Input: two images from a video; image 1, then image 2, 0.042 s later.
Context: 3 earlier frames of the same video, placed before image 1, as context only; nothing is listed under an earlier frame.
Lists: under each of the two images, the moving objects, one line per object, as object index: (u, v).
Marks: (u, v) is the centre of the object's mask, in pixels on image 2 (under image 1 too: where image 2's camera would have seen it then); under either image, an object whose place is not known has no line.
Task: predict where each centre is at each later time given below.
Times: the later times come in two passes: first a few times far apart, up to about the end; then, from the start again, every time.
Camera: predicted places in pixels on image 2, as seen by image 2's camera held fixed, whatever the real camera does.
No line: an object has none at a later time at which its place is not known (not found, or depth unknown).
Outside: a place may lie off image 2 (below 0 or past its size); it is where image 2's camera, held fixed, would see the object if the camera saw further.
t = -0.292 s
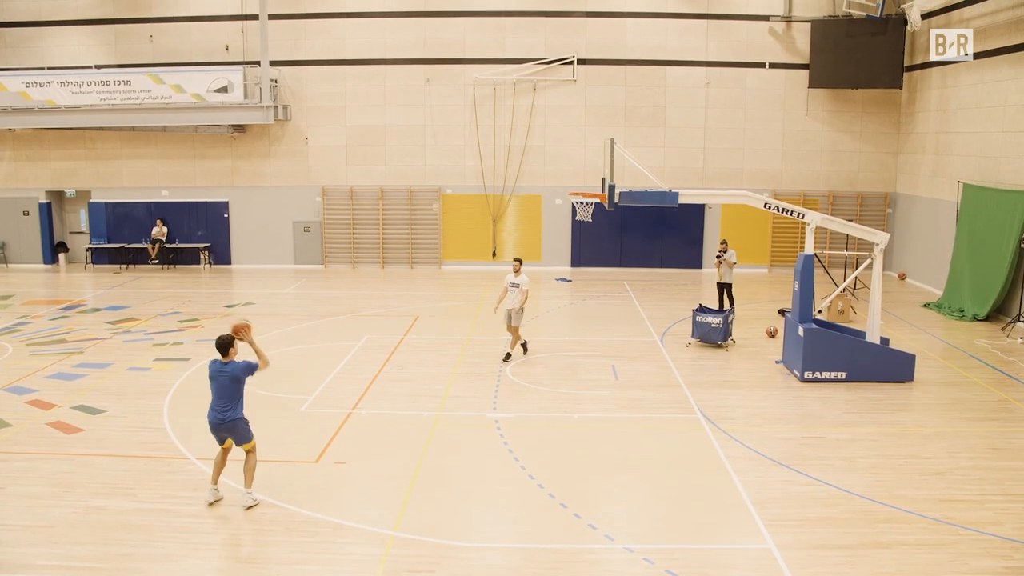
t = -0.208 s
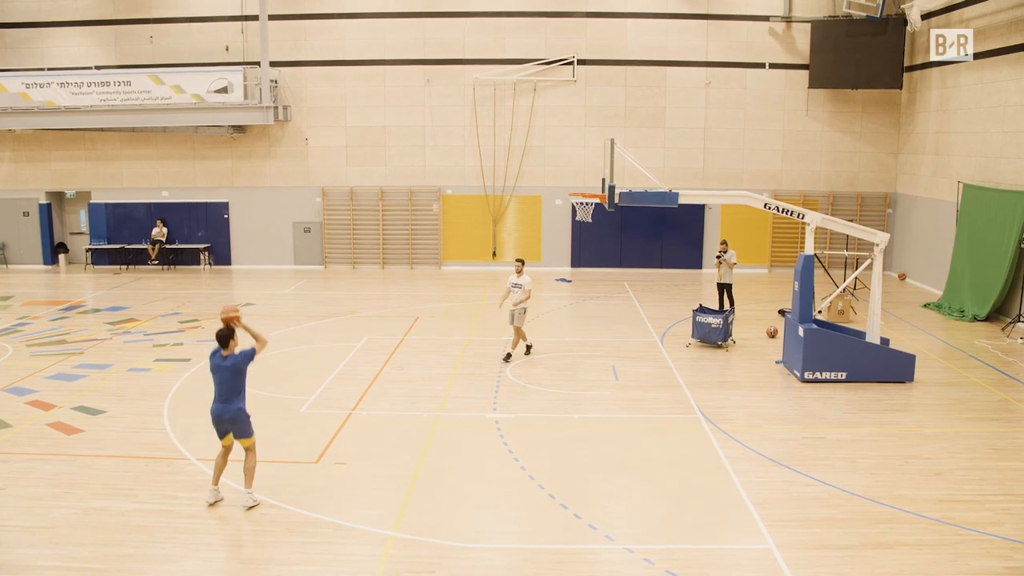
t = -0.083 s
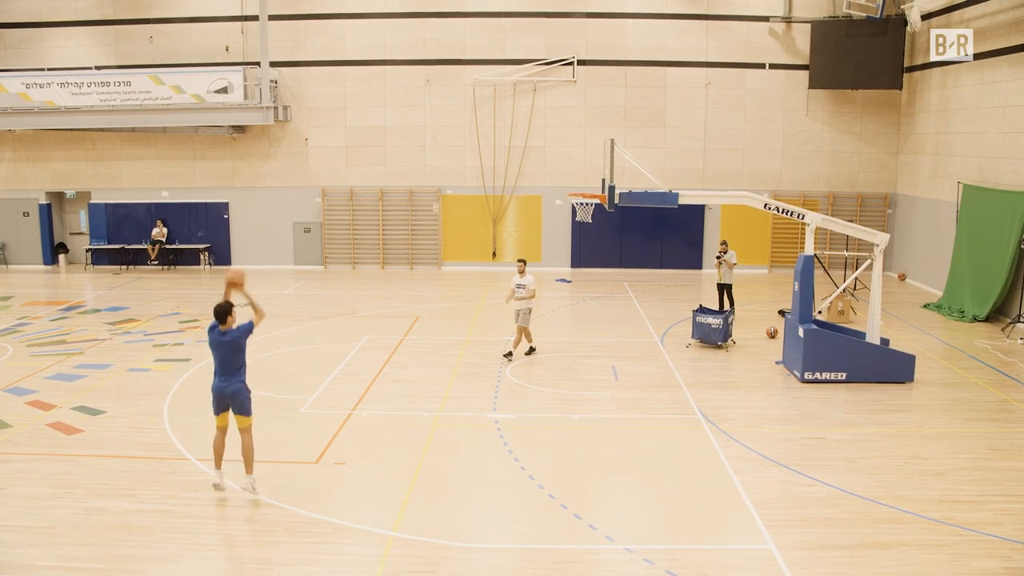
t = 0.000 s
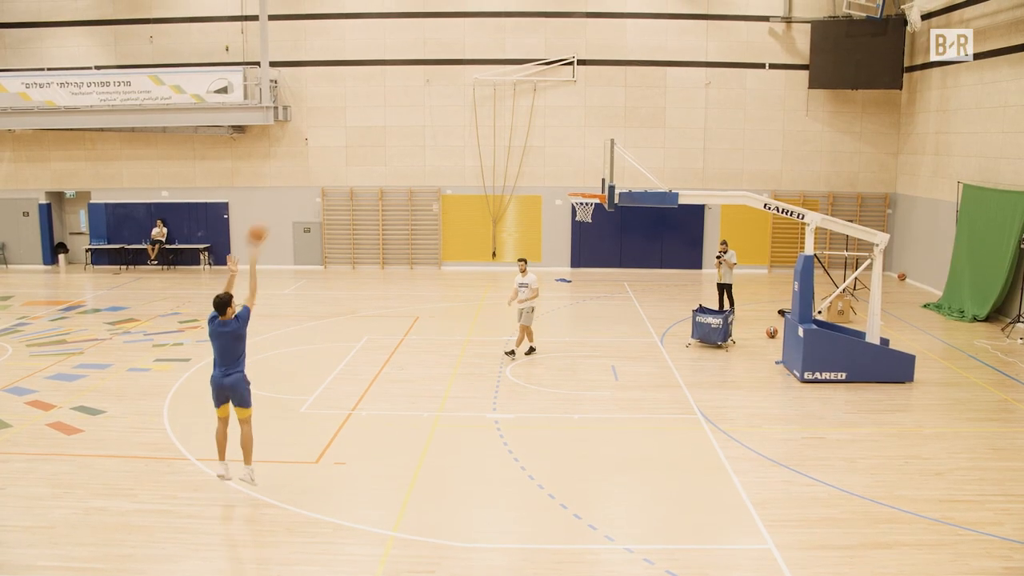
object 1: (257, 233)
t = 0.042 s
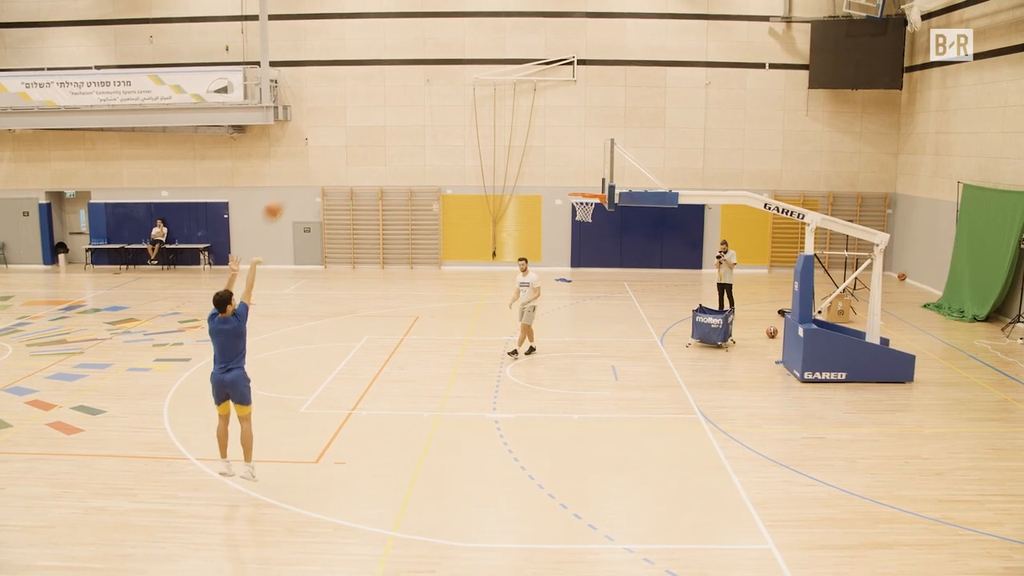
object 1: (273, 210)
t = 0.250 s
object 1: (349, 124)
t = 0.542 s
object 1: (437, 78)
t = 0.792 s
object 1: (499, 92)
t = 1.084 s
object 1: (558, 153)
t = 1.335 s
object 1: (589, 211)
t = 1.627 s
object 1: (598, 260)
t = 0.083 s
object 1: (289, 188)
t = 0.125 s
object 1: (304, 170)
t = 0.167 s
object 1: (320, 153)
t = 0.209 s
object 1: (335, 138)
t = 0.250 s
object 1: (349, 124)
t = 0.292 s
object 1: (364, 112)
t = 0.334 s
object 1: (377, 103)
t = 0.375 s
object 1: (390, 95)
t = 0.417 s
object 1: (402, 89)
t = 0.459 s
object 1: (414, 84)
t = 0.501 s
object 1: (426, 81)
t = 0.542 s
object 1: (437, 78)
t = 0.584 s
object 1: (448, 78)
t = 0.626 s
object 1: (459, 79)
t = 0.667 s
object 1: (470, 80)
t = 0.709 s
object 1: (480, 83)
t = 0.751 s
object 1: (490, 87)
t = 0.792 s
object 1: (499, 92)
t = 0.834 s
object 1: (508, 98)
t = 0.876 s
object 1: (517, 105)
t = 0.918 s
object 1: (526, 113)
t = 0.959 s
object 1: (534, 123)
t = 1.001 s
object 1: (543, 131)
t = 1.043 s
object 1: (550, 142)
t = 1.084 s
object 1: (558, 153)
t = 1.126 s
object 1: (565, 165)
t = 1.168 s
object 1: (572, 178)
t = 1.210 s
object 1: (579, 189)
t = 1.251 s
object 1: (585, 203)
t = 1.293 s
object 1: (587, 207)
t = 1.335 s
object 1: (589, 211)
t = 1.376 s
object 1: (590, 215)
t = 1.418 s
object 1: (591, 220)
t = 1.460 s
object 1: (593, 227)
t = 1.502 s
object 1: (594, 234)
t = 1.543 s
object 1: (595, 242)
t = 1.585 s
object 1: (596, 251)
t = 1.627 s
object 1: (598, 260)
